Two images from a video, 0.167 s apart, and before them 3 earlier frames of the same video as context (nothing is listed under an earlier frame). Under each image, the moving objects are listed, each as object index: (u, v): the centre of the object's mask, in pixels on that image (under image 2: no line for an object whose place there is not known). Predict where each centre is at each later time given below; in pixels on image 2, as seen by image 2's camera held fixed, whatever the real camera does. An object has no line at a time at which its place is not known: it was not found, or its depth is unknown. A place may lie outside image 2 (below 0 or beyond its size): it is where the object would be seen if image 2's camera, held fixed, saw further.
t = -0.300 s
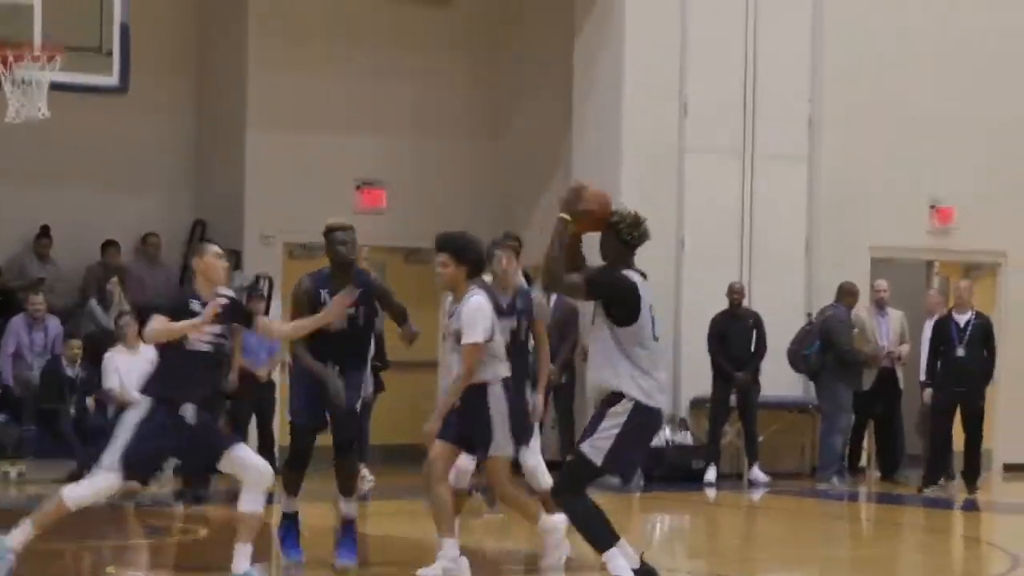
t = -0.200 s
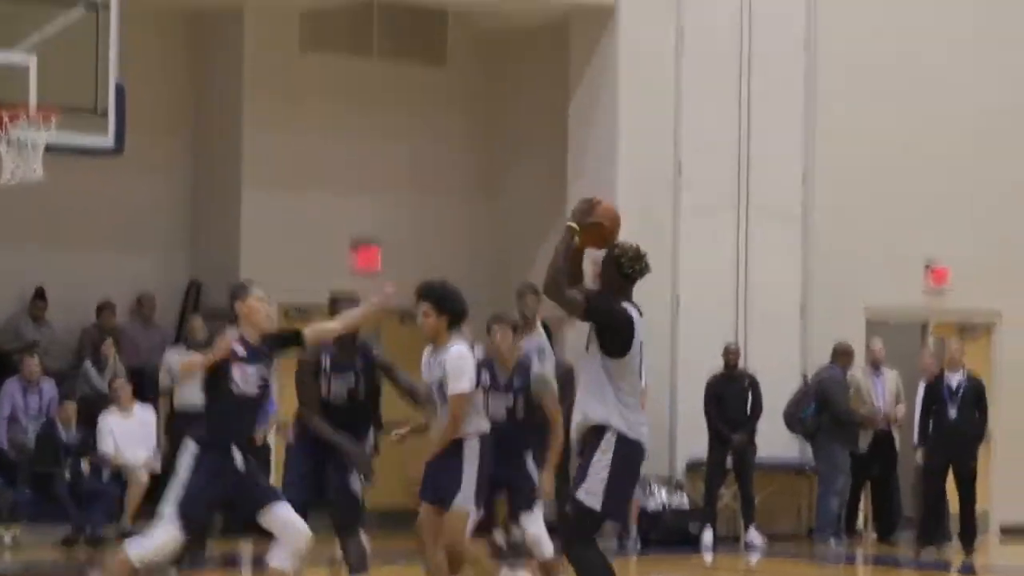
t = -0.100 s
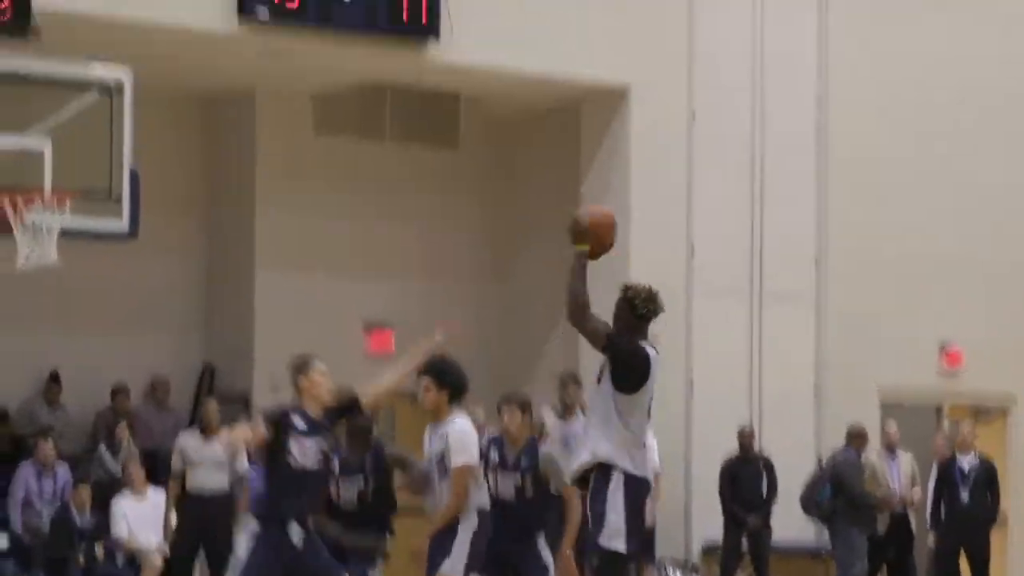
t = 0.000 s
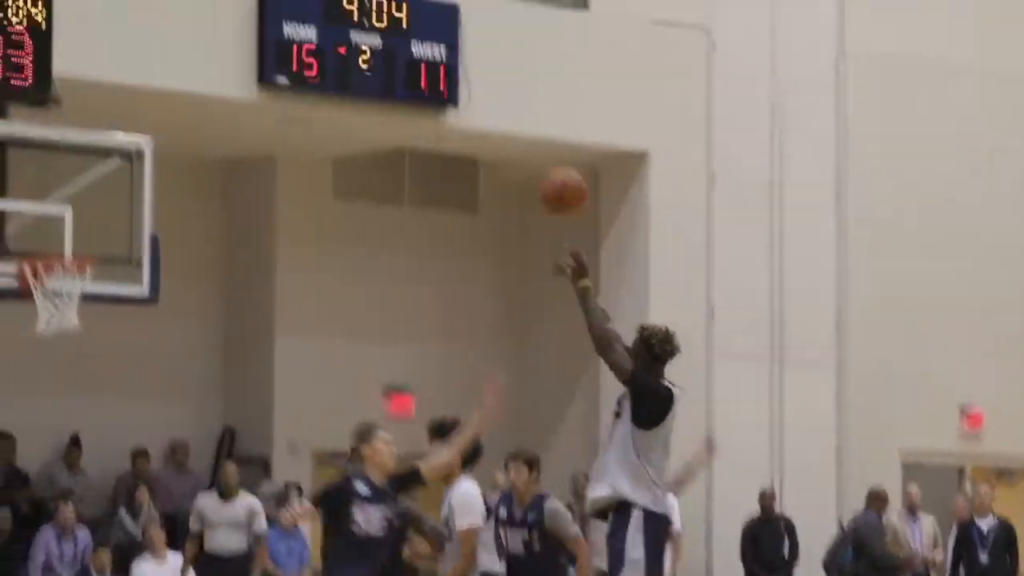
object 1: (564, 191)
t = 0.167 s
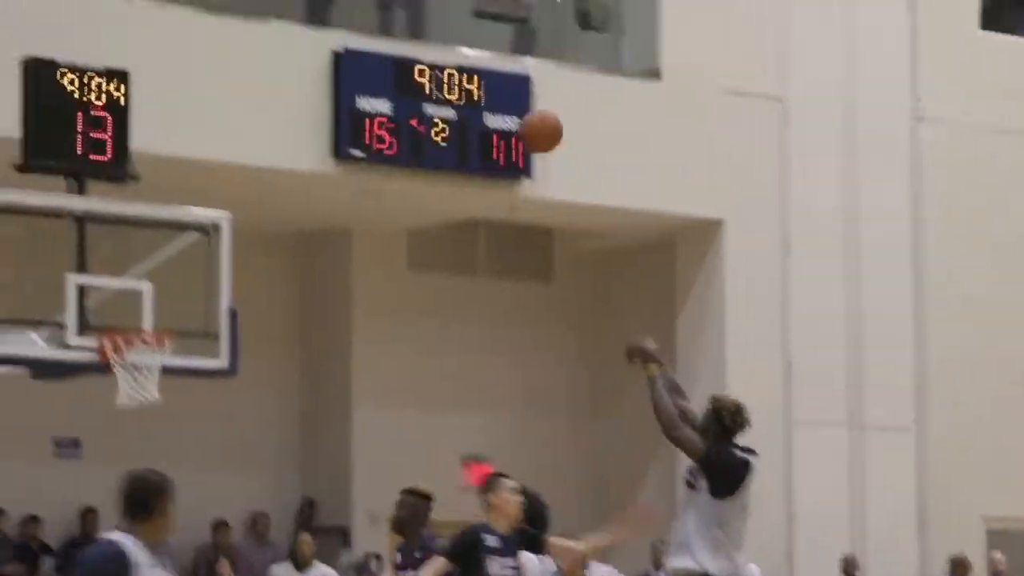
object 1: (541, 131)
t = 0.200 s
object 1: (524, 113)
